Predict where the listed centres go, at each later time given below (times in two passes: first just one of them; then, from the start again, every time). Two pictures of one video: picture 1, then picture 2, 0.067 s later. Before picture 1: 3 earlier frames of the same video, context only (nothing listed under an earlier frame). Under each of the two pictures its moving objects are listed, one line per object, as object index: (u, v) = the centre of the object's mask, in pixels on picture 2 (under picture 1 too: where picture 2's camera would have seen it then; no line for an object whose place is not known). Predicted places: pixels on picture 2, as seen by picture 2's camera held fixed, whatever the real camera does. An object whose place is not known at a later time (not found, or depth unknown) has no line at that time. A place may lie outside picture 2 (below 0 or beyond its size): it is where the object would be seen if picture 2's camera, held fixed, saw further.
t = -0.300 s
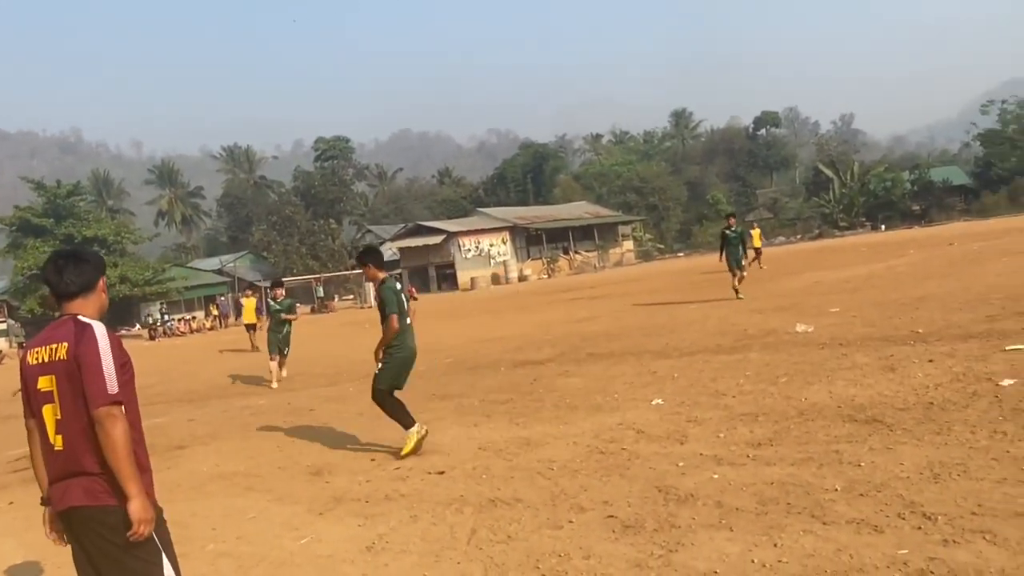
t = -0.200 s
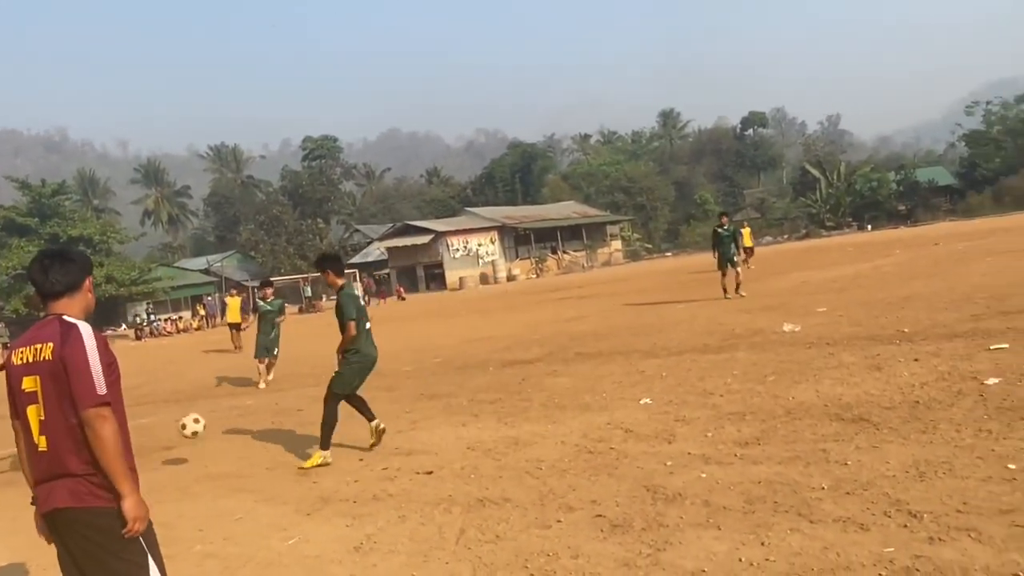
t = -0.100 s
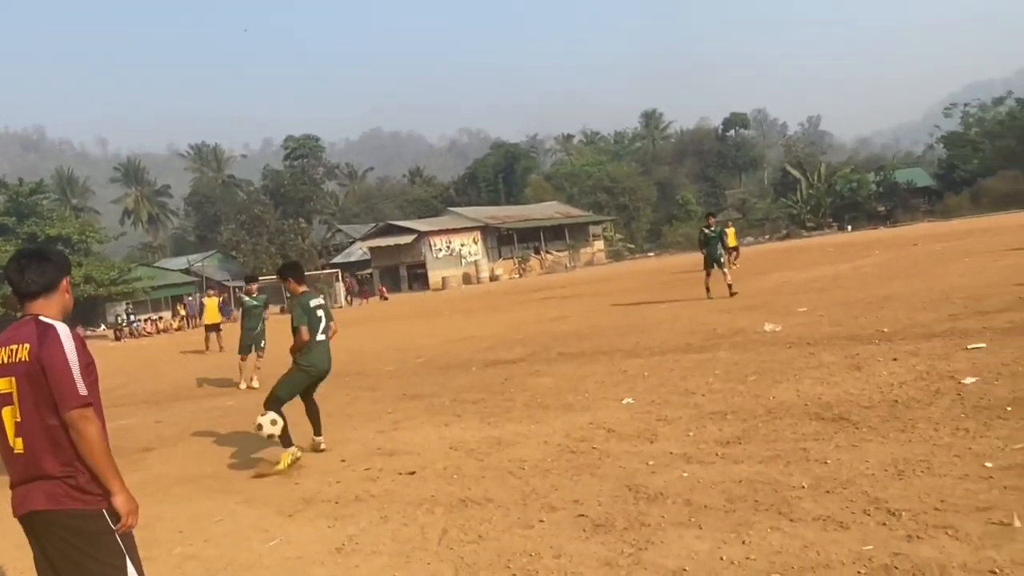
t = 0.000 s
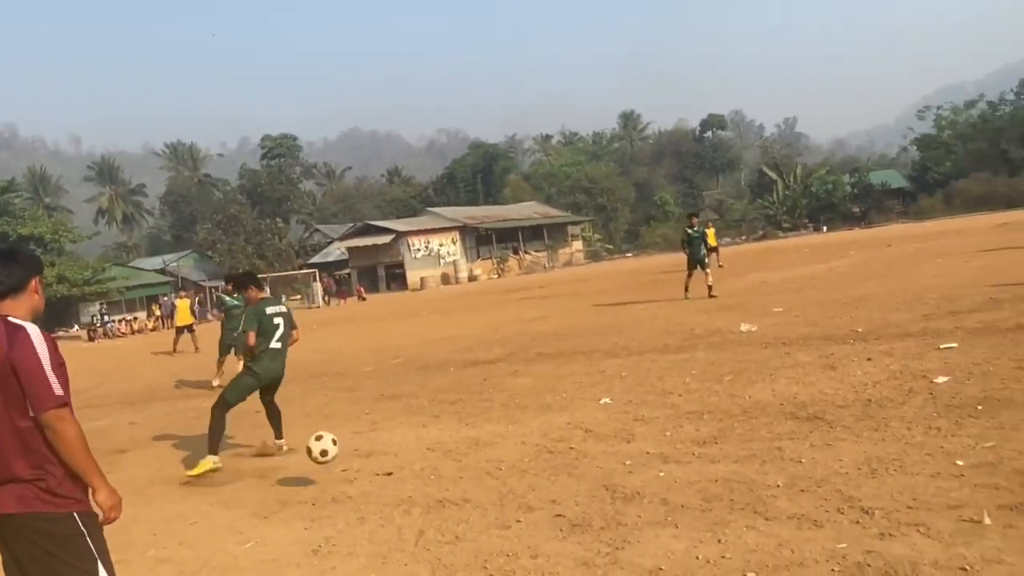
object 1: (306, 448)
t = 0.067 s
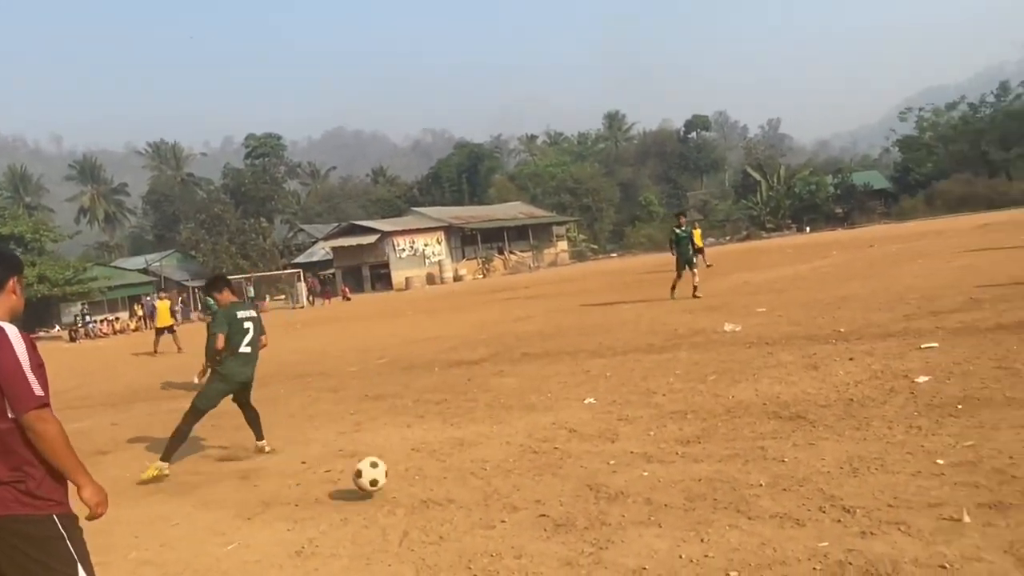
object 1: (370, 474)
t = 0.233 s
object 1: (503, 457)
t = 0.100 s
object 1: (403, 486)
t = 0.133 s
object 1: (425, 476)
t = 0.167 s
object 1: (449, 468)
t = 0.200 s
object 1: (475, 462)
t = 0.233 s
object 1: (503, 457)
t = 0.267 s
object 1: (533, 454)
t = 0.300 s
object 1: (566, 453)
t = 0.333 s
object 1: (602, 455)
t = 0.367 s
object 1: (641, 459)
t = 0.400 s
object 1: (684, 466)
